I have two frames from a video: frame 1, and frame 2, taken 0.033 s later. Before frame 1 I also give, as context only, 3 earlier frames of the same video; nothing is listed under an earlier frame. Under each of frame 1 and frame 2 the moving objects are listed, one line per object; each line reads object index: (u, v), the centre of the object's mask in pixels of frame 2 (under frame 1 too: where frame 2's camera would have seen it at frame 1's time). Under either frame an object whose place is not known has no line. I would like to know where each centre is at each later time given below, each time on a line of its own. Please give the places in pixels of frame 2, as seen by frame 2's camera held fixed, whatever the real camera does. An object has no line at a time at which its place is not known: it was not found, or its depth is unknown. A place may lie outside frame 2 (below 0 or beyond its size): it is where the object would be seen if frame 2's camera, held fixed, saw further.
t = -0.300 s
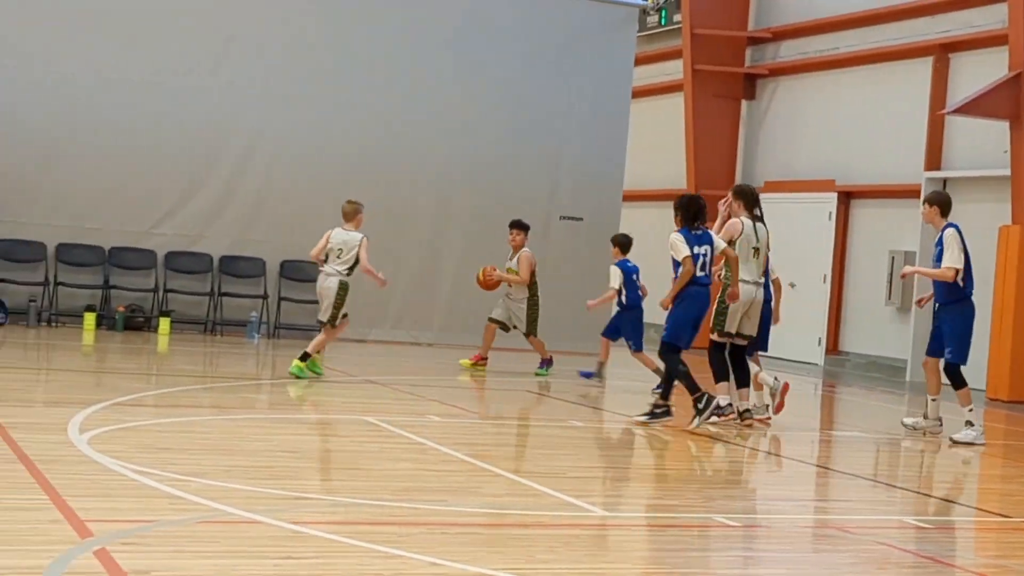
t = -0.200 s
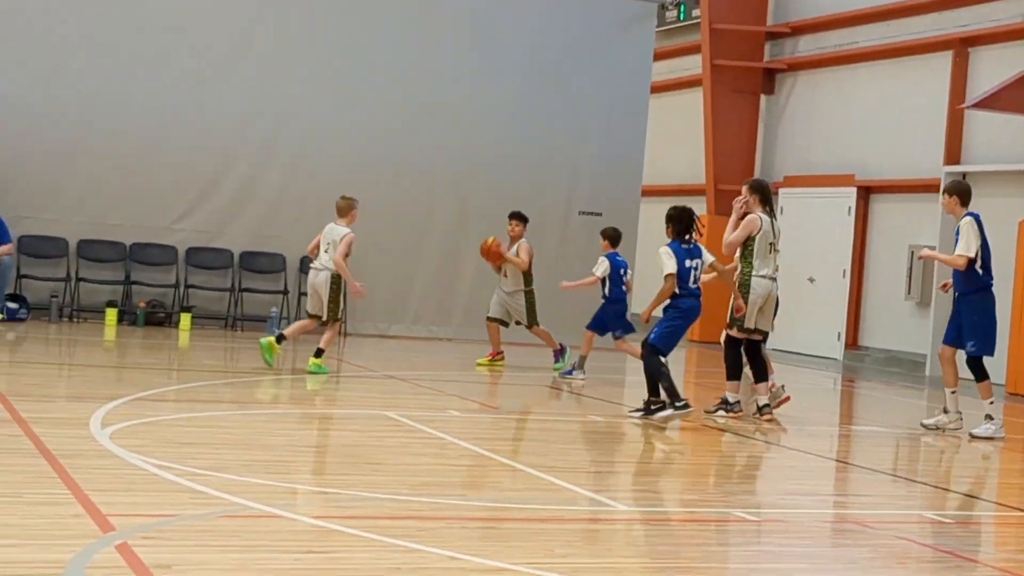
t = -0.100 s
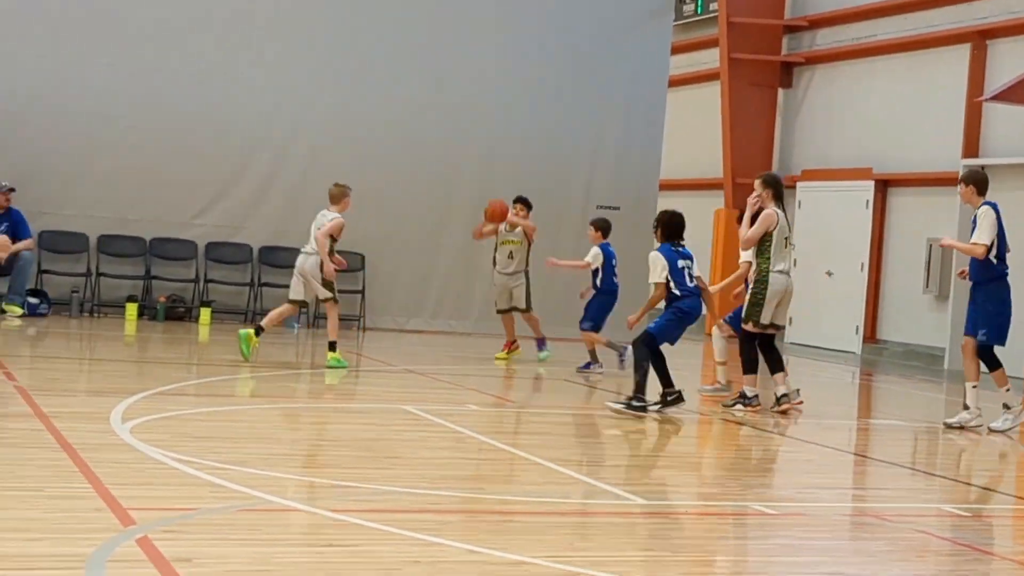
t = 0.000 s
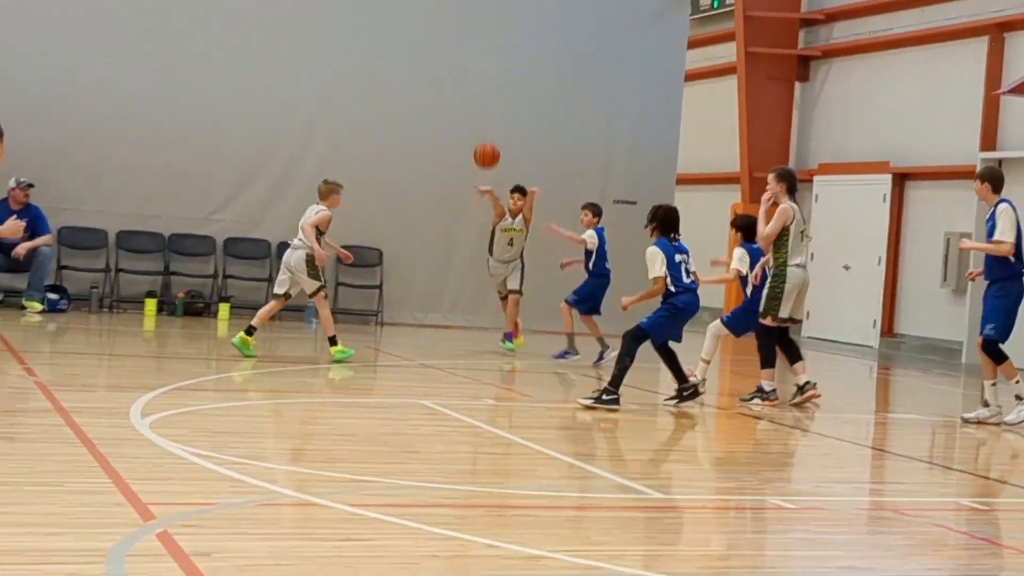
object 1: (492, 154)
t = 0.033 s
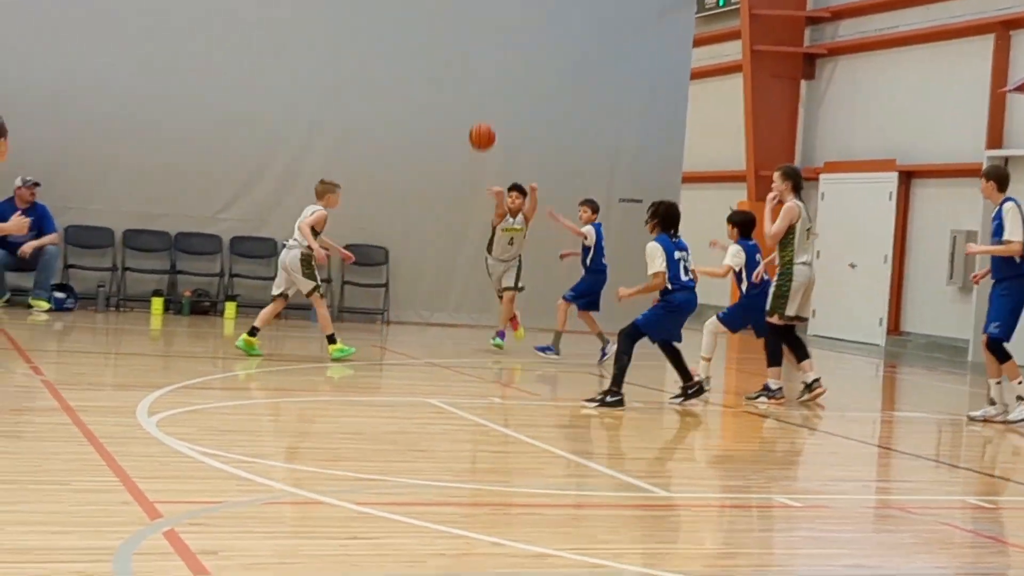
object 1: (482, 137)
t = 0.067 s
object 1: (471, 120)
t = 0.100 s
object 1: (459, 105)
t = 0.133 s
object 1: (447, 90)
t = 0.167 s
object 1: (434, 76)
